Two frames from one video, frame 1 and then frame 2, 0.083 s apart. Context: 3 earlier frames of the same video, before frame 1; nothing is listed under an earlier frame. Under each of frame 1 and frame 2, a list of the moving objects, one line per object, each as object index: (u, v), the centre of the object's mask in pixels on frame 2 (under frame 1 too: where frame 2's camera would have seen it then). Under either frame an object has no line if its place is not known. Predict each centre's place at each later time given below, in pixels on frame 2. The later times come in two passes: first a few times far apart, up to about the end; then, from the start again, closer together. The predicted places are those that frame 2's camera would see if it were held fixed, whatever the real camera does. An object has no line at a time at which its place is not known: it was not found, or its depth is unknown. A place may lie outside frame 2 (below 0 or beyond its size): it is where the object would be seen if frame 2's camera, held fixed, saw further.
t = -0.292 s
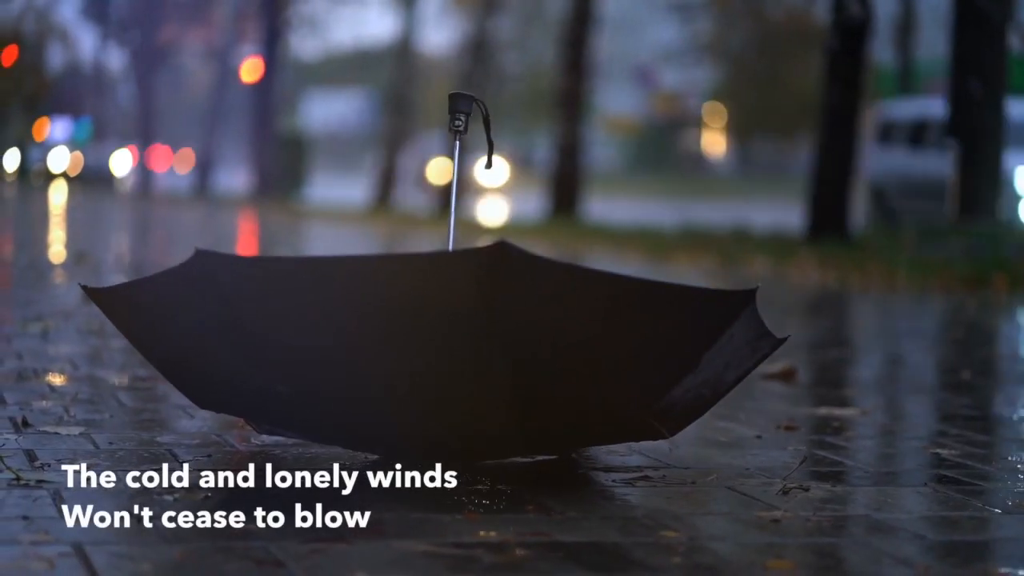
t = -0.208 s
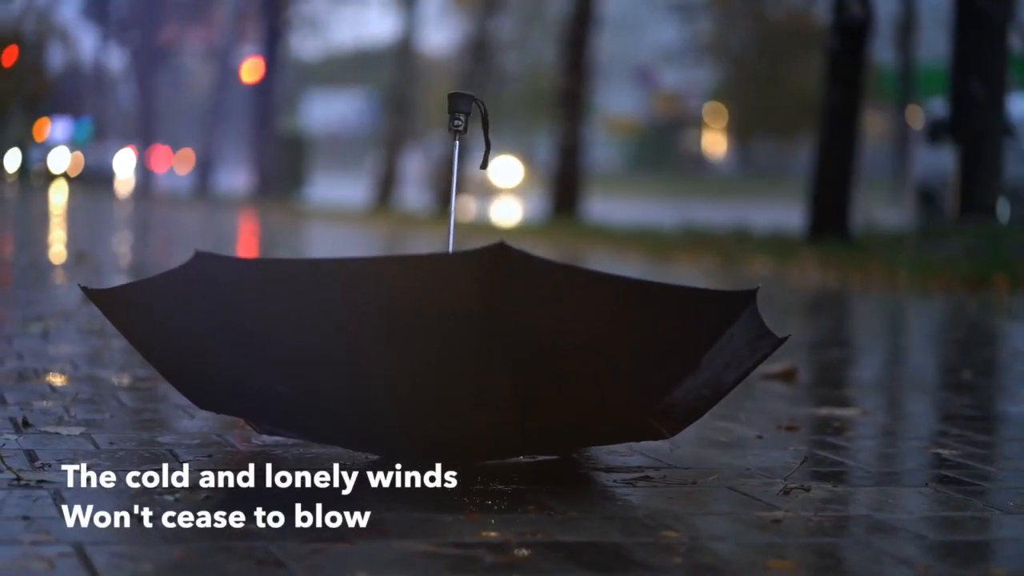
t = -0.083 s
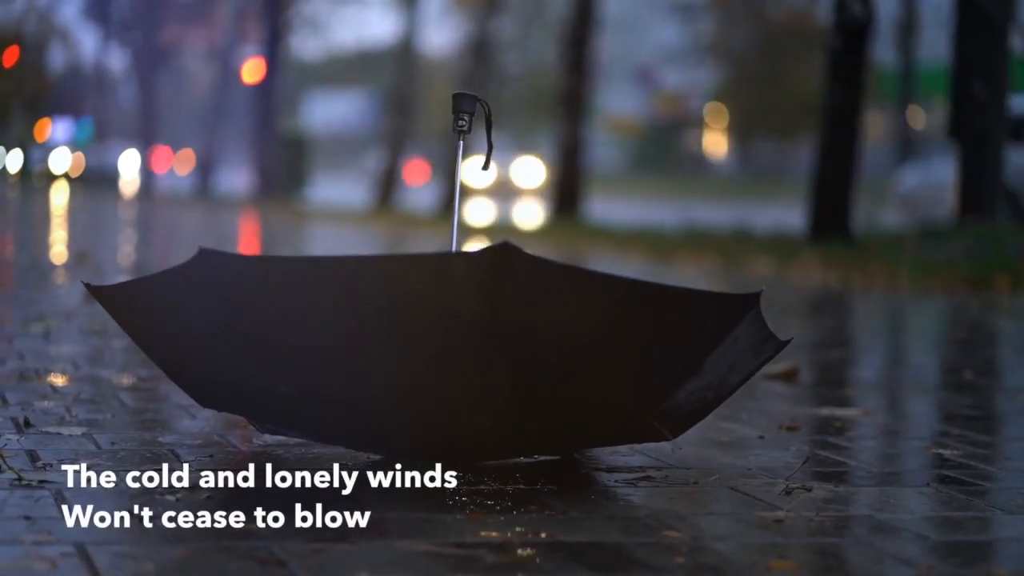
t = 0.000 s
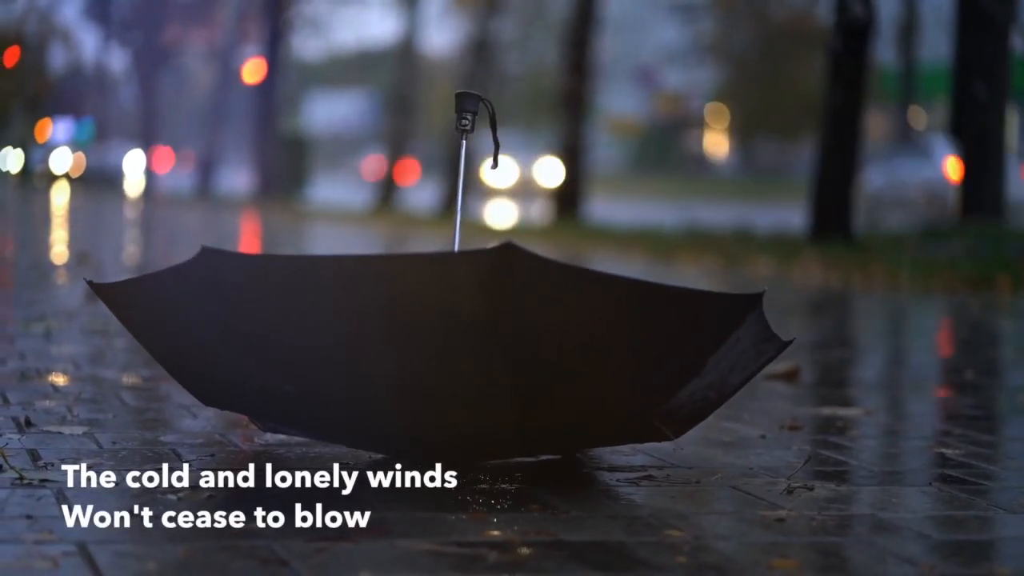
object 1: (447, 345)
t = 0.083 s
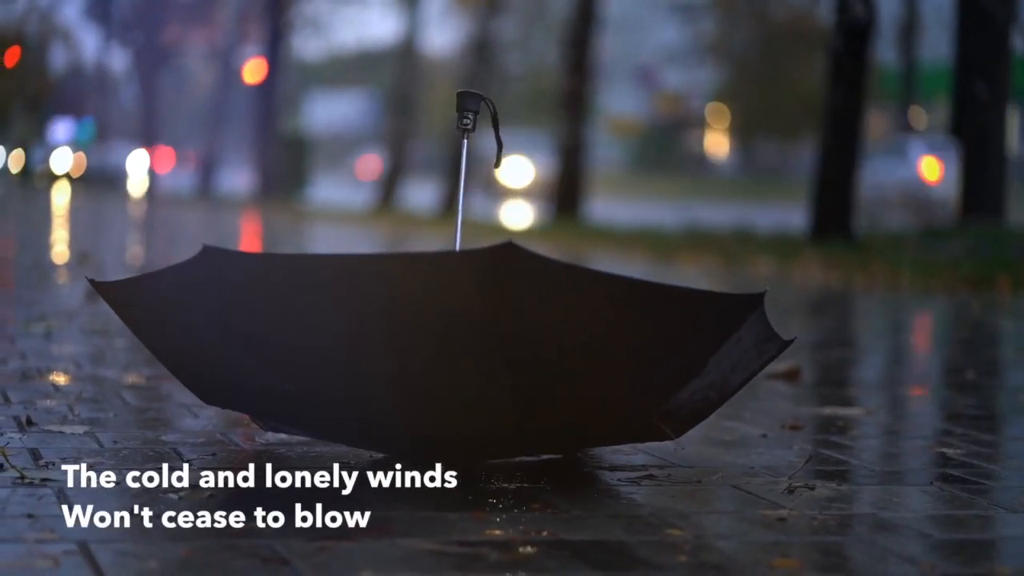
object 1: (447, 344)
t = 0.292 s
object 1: (447, 345)
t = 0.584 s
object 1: (452, 354)
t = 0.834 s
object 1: (460, 370)
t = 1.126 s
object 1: (458, 365)
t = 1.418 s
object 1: (460, 367)
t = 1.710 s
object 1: (460, 367)
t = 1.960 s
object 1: (461, 367)
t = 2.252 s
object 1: (456, 373)
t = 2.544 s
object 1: (457, 373)
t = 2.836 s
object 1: (459, 373)
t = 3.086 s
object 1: (454, 373)
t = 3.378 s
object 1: (456, 372)
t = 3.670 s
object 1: (461, 362)
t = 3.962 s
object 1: (460, 365)
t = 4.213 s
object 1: (464, 371)
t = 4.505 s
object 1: (465, 368)
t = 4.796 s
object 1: (464, 367)
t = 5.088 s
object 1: (458, 360)
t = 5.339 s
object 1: (447, 349)
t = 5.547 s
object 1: (437, 350)
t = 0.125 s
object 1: (446, 348)
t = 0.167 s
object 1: (446, 349)
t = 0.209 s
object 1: (446, 349)
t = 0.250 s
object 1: (446, 345)
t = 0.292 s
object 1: (447, 345)
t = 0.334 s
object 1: (447, 345)
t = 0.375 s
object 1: (448, 345)
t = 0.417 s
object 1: (448, 349)
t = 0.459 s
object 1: (448, 350)
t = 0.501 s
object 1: (449, 351)
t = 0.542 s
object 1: (451, 352)
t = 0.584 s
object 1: (452, 354)
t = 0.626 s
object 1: (451, 356)
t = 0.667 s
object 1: (454, 354)
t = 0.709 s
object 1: (456, 356)
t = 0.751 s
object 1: (457, 364)
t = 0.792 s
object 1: (459, 367)
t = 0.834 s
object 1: (460, 370)
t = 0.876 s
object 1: (458, 371)
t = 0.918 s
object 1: (459, 369)
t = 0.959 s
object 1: (458, 367)
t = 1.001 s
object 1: (458, 366)
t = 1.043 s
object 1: (455, 371)
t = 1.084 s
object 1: (457, 365)
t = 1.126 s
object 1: (458, 365)
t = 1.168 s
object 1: (458, 370)
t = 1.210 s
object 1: (460, 366)
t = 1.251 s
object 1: (459, 370)
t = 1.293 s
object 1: (459, 370)
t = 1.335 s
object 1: (459, 370)
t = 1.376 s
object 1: (459, 371)
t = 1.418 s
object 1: (460, 367)
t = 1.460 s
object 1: (460, 367)
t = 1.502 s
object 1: (457, 372)
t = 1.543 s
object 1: (455, 372)
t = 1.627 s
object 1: (453, 373)
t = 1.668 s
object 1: (456, 374)
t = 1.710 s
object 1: (460, 367)
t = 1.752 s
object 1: (459, 372)
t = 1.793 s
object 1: (461, 372)
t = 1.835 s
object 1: (460, 373)
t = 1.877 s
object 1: (460, 372)
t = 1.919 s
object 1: (462, 367)
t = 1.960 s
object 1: (461, 367)
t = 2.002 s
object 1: (457, 374)
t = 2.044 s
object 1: (456, 374)
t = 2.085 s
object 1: (458, 368)
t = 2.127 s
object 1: (456, 373)
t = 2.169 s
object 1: (456, 373)
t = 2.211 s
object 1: (458, 367)
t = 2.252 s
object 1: (456, 373)
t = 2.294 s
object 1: (457, 373)
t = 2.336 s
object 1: (457, 372)
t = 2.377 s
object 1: (457, 373)
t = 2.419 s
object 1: (457, 373)
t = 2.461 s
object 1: (457, 374)
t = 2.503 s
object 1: (457, 374)
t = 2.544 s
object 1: (457, 373)
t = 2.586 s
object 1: (459, 367)
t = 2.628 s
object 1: (458, 373)
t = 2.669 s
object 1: (458, 373)
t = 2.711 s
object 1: (460, 367)
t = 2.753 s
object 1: (458, 373)
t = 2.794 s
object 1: (459, 373)
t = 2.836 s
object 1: (459, 373)
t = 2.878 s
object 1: (458, 373)
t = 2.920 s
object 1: (456, 374)
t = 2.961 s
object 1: (458, 368)
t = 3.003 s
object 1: (455, 373)
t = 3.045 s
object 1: (455, 373)
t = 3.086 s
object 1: (454, 373)
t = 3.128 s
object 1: (454, 374)
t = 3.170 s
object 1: (454, 373)
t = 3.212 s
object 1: (456, 368)
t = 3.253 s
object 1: (457, 368)
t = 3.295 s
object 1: (455, 373)
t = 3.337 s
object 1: (458, 368)
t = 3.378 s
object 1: (456, 372)
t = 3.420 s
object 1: (459, 367)
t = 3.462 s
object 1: (460, 366)
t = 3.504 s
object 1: (460, 370)
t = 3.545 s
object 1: (460, 369)
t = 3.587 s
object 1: (460, 368)
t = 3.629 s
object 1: (461, 363)
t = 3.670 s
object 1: (461, 362)
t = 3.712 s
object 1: (461, 362)
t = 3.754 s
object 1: (461, 362)
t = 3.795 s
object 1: (461, 362)
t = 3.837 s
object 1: (461, 363)
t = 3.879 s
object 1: (462, 364)
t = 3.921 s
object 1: (462, 365)
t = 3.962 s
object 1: (460, 365)
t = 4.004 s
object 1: (458, 366)
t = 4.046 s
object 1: (457, 367)
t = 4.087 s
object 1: (457, 368)
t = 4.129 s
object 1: (459, 374)
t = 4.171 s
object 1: (462, 373)
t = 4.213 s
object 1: (464, 371)
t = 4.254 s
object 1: (464, 369)
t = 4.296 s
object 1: (464, 369)
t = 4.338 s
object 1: (463, 369)
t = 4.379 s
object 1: (464, 369)
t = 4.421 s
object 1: (465, 369)
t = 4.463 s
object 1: (466, 368)
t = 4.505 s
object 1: (465, 368)
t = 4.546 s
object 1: (465, 367)
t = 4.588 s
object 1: (465, 368)
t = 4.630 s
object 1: (465, 368)
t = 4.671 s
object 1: (465, 368)
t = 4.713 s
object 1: (464, 367)
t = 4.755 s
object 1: (464, 367)
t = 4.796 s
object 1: (464, 367)
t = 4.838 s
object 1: (464, 361)
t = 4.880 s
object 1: (463, 360)
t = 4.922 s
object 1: (463, 359)
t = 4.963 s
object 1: (461, 363)
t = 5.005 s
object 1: (462, 358)
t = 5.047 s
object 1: (460, 362)
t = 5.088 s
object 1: (458, 360)
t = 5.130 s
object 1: (458, 359)
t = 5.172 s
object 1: (456, 357)
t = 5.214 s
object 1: (454, 356)
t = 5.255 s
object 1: (452, 354)
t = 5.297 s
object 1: (450, 347)
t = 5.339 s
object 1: (447, 349)
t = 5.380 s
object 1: (444, 347)
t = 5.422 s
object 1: (442, 347)
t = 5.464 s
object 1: (441, 348)
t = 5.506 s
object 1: (438, 349)
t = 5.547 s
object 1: (437, 350)
